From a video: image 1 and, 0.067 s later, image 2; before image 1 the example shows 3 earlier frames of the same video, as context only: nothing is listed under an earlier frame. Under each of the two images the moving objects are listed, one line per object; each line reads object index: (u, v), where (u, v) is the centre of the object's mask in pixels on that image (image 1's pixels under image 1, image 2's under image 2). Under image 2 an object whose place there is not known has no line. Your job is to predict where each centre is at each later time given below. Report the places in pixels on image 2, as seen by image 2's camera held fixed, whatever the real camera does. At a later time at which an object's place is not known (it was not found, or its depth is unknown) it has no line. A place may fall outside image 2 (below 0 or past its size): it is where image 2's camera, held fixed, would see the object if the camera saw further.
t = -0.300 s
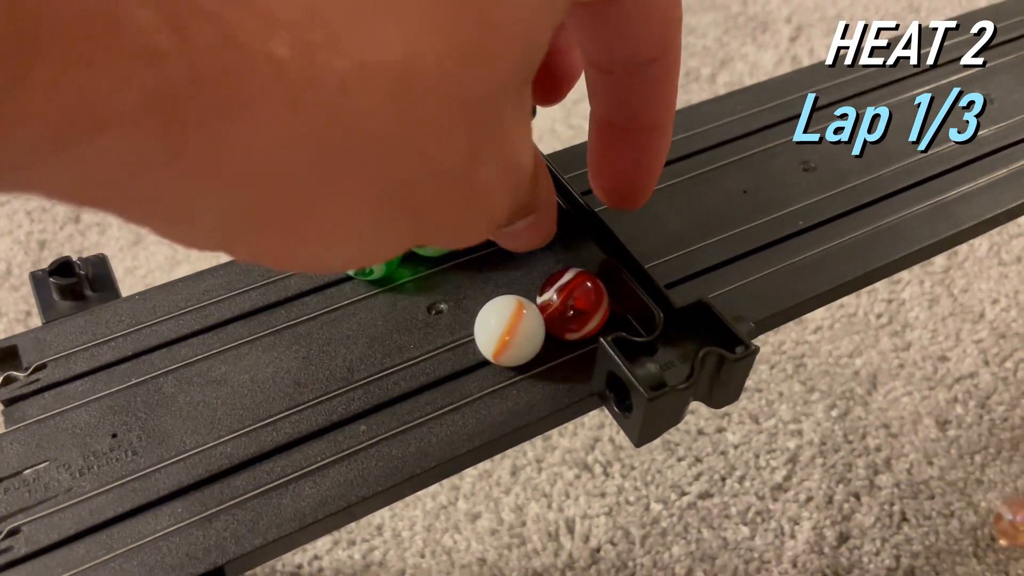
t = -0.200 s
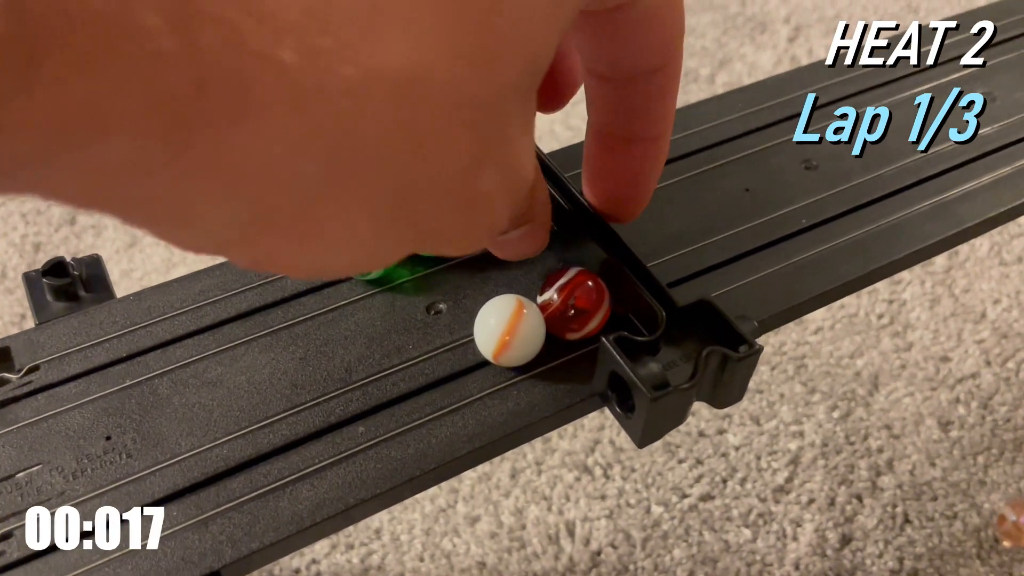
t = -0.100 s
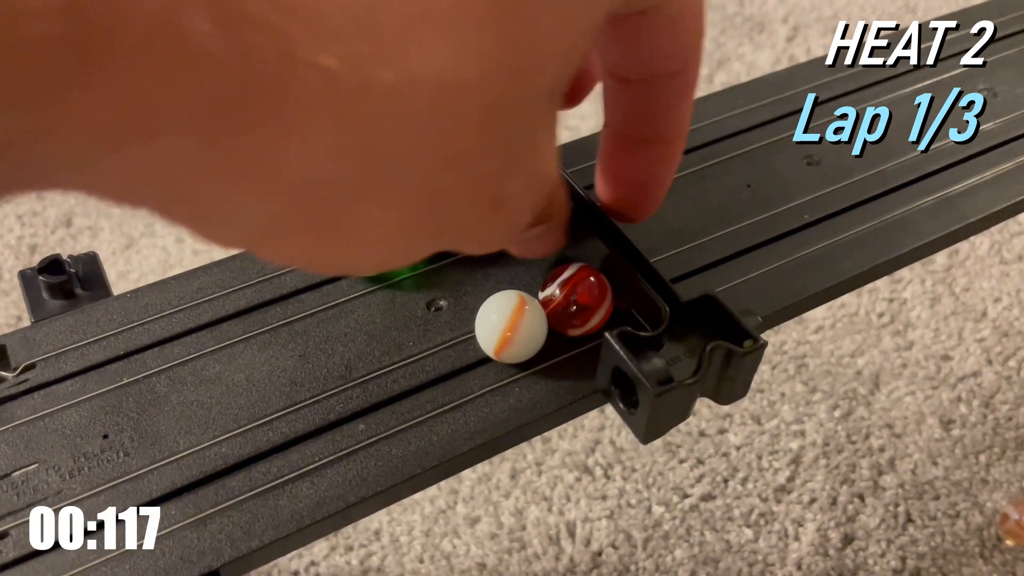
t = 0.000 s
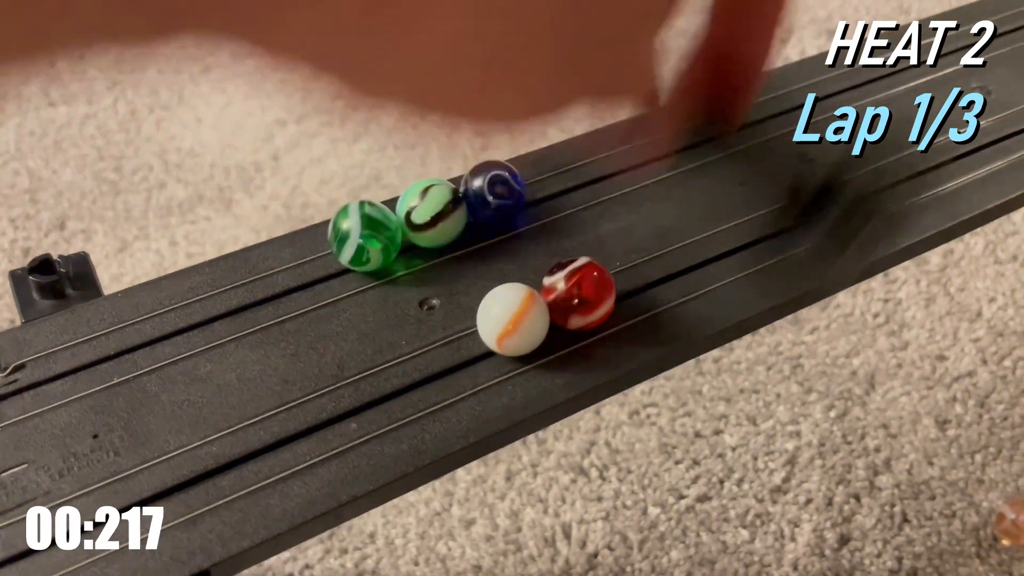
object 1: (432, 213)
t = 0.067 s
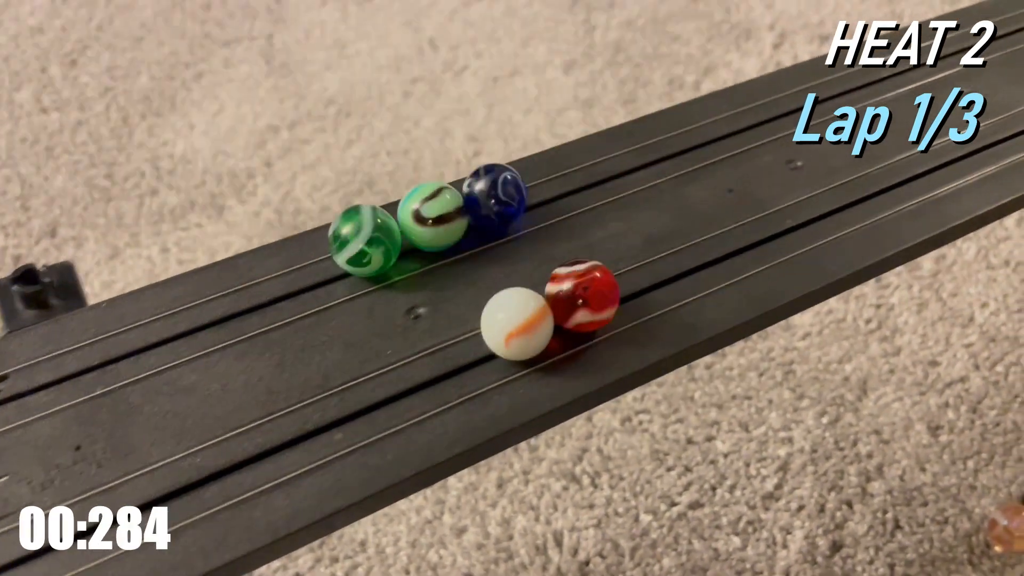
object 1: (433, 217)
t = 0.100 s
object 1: (442, 214)
